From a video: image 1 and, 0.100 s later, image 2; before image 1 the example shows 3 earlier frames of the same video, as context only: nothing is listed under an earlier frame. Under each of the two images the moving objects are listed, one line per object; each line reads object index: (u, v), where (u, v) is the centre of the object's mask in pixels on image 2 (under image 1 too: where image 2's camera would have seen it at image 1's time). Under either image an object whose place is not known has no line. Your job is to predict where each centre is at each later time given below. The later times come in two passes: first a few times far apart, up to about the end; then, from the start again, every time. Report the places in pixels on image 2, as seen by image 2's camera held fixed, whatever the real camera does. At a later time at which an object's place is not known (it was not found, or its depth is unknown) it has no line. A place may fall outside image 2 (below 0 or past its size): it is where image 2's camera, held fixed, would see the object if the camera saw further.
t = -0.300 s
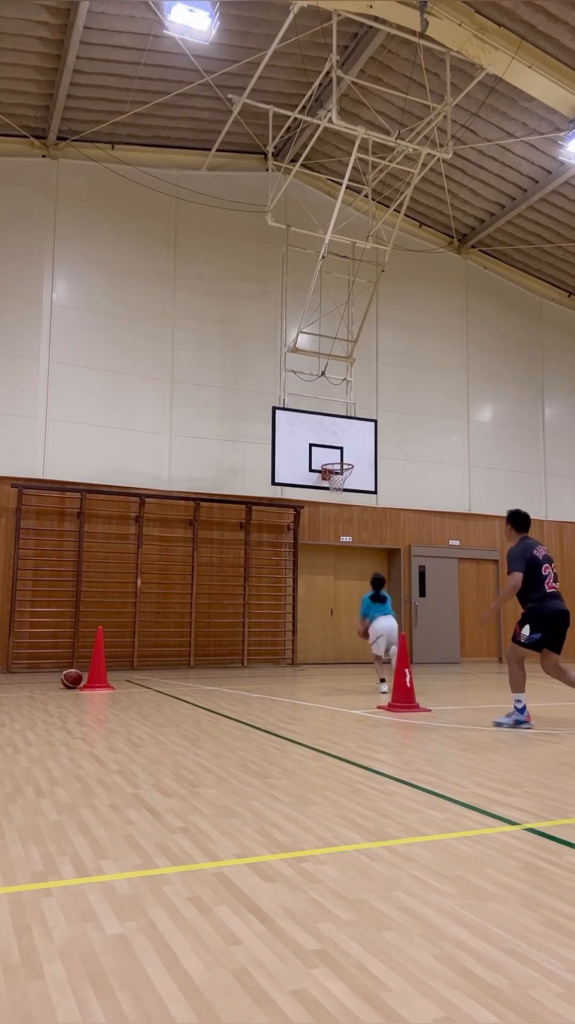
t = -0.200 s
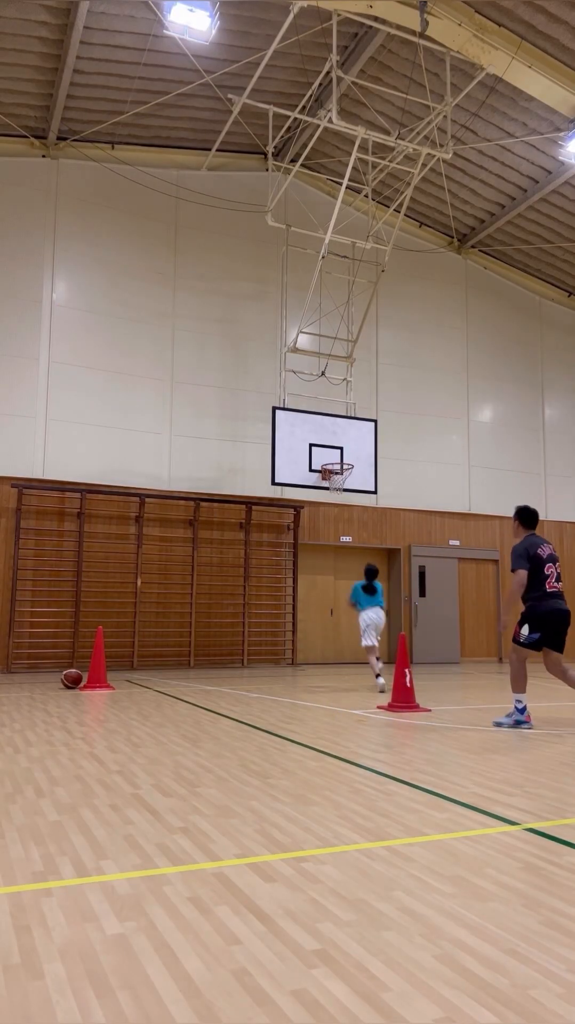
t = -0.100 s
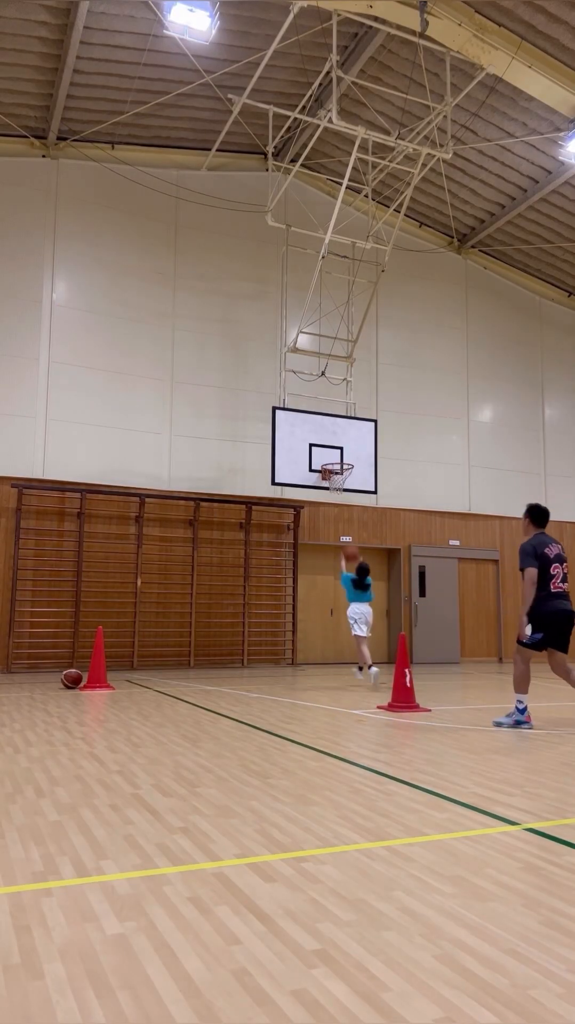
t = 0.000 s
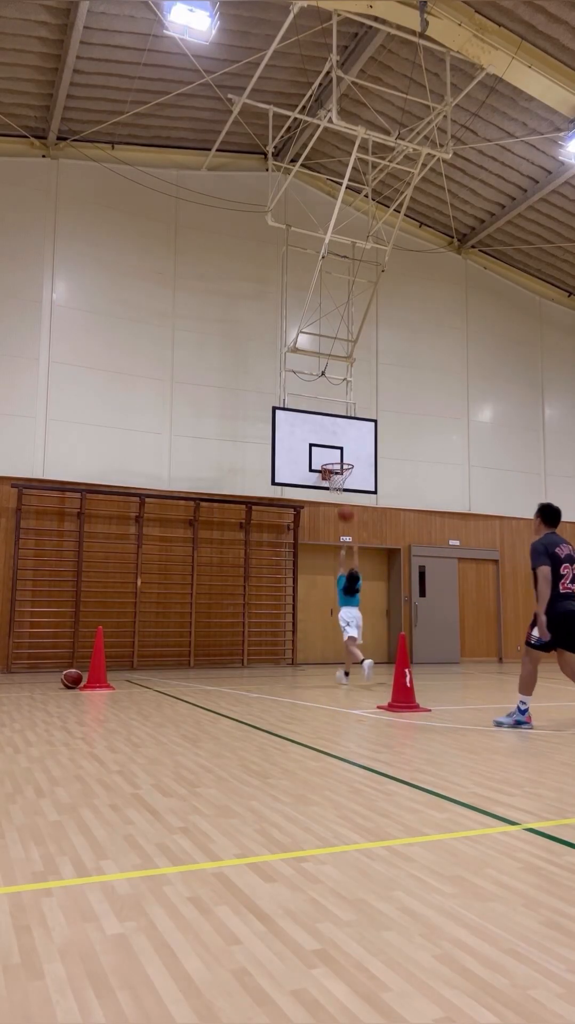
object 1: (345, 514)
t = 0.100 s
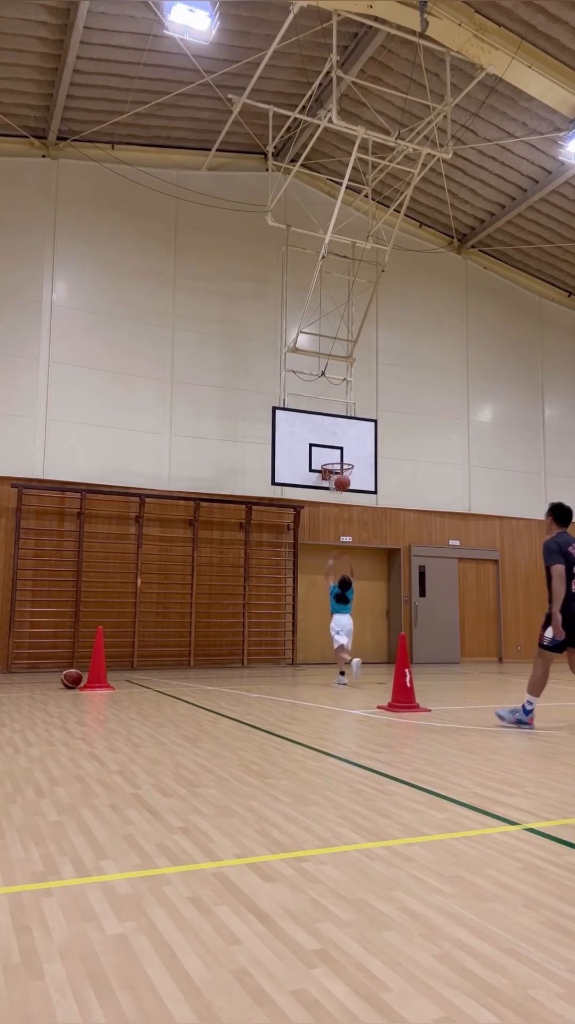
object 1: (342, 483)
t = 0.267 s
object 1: (336, 451)
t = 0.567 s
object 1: (327, 444)
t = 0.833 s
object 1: (335, 467)
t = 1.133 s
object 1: (340, 483)
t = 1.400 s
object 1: (331, 513)
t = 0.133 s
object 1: (341, 475)
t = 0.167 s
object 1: (340, 467)
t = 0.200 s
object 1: (339, 461)
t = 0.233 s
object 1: (337, 455)
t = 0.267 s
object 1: (336, 451)
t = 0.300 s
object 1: (335, 447)
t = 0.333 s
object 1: (334, 444)
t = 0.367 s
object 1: (333, 442)
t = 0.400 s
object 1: (332, 440)
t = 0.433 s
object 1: (331, 440)
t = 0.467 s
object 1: (330, 440)
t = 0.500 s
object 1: (329, 440)
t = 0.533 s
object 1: (328, 442)
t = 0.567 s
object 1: (327, 444)
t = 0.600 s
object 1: (326, 447)
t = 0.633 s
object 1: (324, 450)
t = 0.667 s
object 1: (325, 453)
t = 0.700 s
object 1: (327, 454)
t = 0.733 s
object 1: (329, 456)
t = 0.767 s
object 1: (331, 459)
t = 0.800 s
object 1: (334, 463)
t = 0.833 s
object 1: (335, 467)
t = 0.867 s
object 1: (338, 472)
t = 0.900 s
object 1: (339, 476)
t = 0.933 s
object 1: (340, 476)
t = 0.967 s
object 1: (341, 475)
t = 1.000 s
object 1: (341, 475)
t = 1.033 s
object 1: (341, 476)
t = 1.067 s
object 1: (341, 478)
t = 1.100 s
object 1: (341, 480)
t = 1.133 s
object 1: (340, 483)
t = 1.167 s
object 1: (340, 485)
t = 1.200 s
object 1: (338, 487)
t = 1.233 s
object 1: (337, 489)
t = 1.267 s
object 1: (336, 493)
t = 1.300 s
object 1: (335, 496)
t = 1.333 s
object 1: (334, 502)
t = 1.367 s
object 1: (333, 507)
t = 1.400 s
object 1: (331, 513)
